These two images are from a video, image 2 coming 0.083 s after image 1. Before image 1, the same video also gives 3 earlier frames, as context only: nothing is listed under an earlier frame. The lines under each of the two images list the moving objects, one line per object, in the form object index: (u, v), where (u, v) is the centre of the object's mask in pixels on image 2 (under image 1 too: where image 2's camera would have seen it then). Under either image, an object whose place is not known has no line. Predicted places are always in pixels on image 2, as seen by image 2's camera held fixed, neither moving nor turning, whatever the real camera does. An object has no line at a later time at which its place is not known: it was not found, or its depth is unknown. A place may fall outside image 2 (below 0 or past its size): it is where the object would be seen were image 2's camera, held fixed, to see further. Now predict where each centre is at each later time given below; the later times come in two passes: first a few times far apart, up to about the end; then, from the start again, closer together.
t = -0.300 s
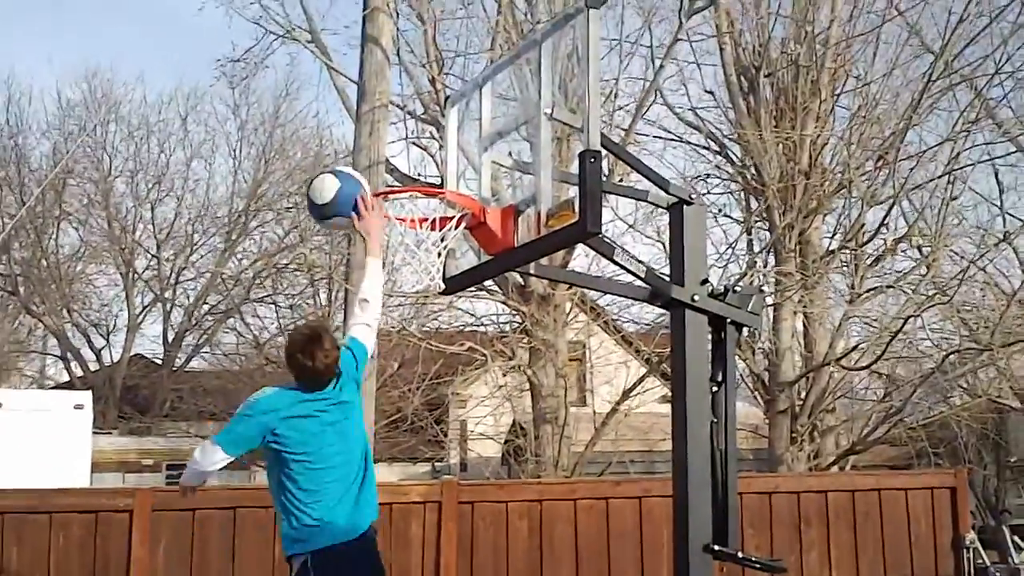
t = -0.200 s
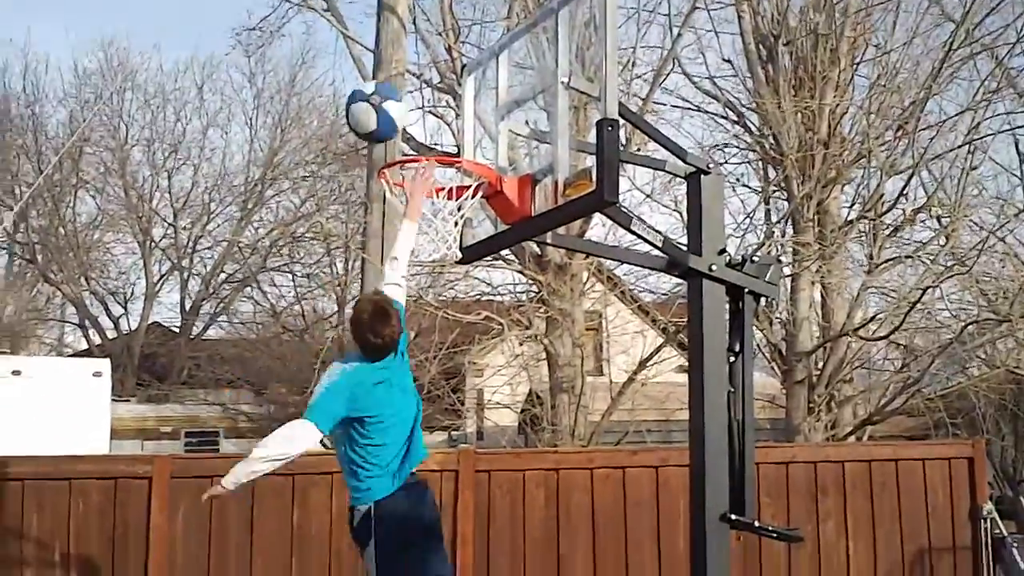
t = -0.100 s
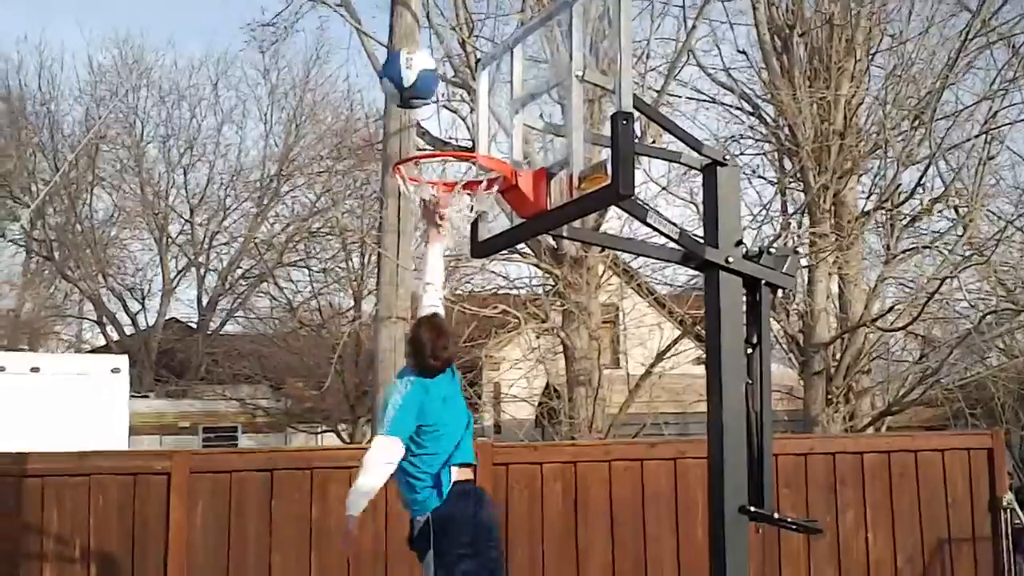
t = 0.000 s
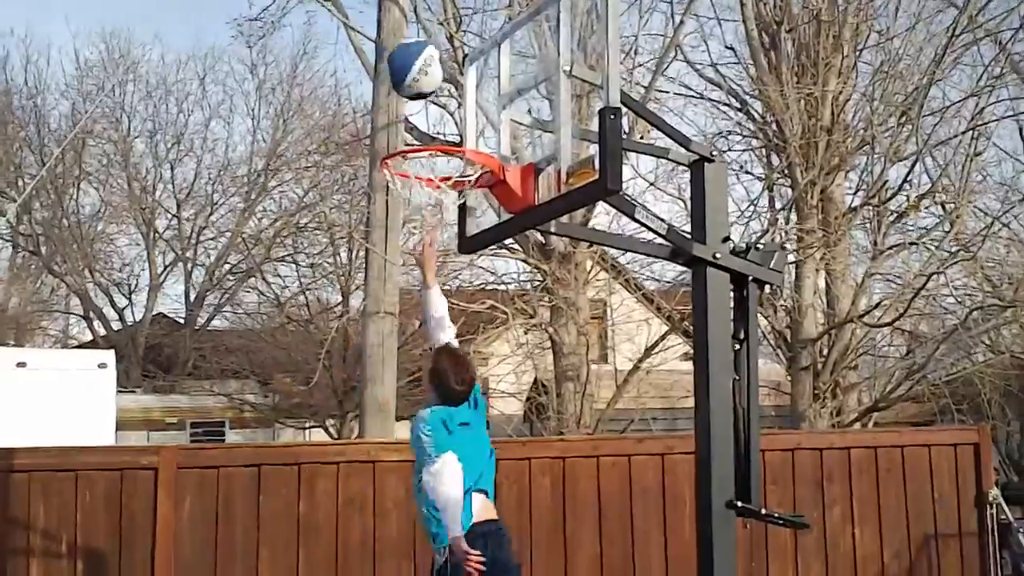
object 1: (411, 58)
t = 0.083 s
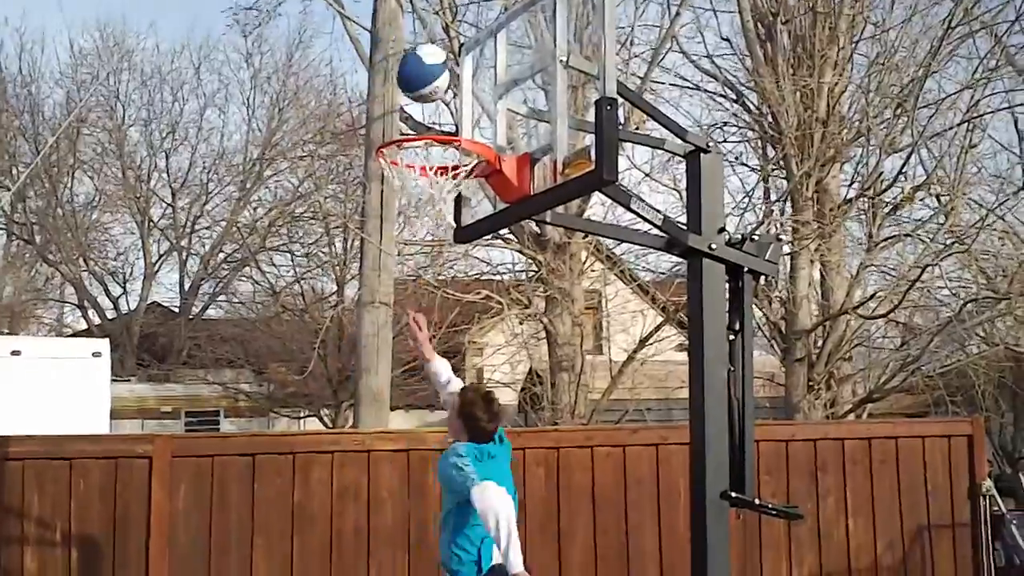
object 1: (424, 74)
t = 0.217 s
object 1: (445, 124)
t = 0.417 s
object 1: (441, 100)
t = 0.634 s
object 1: (430, 139)
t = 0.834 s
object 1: (417, 305)
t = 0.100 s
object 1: (426, 78)
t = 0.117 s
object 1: (429, 83)
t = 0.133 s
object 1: (432, 89)
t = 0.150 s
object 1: (434, 95)
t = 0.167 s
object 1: (437, 103)
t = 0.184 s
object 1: (440, 109)
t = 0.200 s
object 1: (442, 114)
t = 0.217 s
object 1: (445, 124)
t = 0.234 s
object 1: (448, 136)
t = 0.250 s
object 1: (448, 143)
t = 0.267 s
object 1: (449, 133)
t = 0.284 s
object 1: (448, 121)
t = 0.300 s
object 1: (447, 118)
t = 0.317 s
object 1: (447, 115)
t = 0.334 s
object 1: (445, 112)
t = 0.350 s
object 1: (445, 109)
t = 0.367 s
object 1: (444, 106)
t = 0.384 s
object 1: (443, 104)
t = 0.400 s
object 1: (442, 101)
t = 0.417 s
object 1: (441, 100)
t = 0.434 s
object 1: (440, 98)
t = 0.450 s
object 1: (439, 98)
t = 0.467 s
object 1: (438, 98)
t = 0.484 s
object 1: (438, 99)
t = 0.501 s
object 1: (437, 100)
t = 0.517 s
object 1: (436, 103)
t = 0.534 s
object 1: (434, 104)
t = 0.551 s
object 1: (434, 109)
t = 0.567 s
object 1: (433, 113)
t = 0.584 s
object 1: (432, 117)
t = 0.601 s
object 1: (431, 124)
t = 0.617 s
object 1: (430, 131)
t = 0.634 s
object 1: (430, 139)
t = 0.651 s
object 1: (429, 147)
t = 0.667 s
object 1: (428, 157)
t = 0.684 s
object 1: (426, 167)
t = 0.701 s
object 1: (424, 179)
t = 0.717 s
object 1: (424, 191)
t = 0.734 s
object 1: (424, 205)
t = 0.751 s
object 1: (422, 219)
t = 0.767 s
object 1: (420, 234)
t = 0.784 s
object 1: (420, 250)
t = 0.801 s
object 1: (418, 266)
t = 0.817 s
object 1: (418, 285)
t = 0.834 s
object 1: (417, 305)
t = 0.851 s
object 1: (415, 326)
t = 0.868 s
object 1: (413, 348)
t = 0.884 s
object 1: (412, 372)
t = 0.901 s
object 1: (410, 394)
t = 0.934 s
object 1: (406, 448)
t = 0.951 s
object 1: (405, 477)
